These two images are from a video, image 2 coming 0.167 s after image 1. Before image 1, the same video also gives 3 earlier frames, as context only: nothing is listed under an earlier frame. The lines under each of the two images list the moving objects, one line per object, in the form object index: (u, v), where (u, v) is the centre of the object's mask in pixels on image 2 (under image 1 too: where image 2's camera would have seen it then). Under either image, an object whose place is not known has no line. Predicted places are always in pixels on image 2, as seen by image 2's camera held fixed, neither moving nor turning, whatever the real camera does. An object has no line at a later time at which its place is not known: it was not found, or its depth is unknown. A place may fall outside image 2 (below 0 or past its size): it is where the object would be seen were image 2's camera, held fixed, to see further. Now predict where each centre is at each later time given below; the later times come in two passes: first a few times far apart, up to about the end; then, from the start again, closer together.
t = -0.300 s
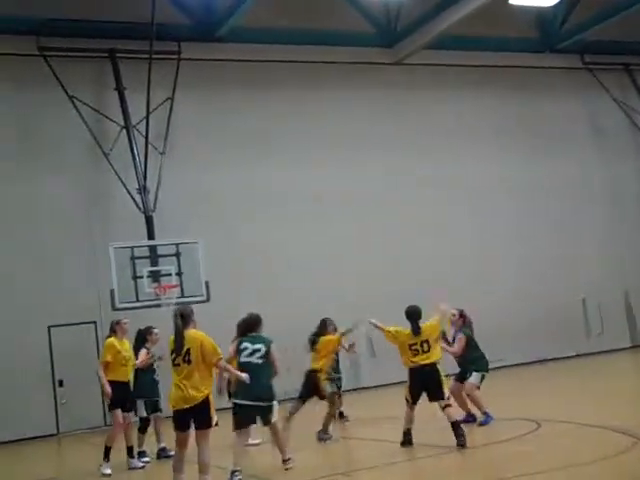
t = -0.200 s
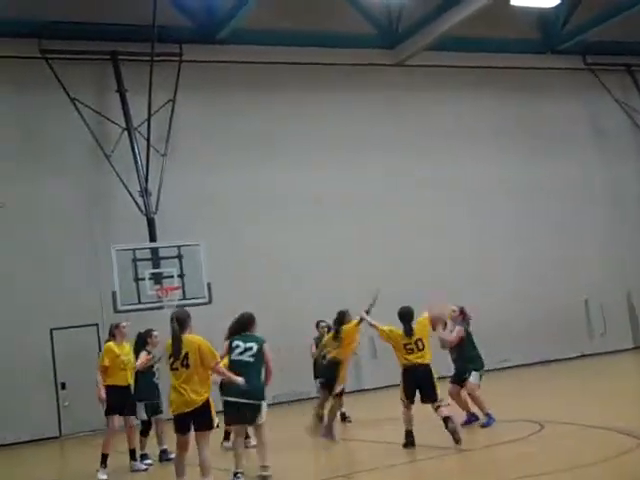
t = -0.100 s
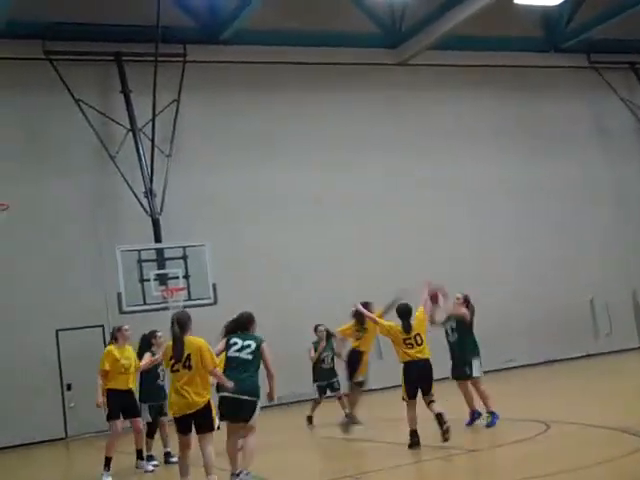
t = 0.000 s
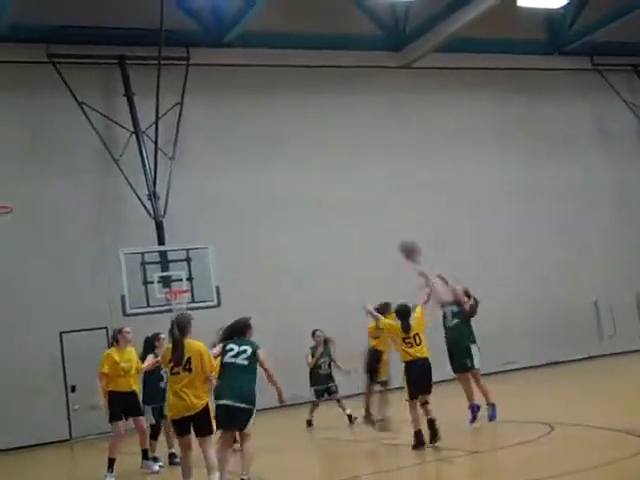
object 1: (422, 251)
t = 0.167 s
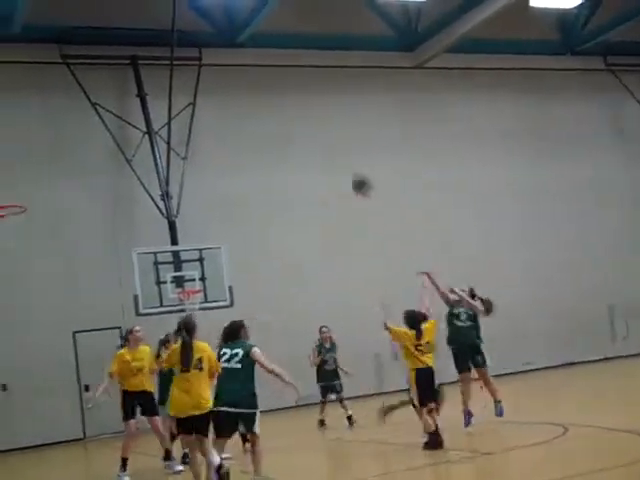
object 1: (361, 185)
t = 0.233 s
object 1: (336, 163)
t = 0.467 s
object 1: (252, 114)
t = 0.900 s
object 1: (91, 134)
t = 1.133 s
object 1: (2, 200)
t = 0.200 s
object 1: (348, 174)
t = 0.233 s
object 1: (336, 163)
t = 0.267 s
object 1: (324, 154)
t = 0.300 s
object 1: (312, 145)
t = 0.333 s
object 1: (300, 137)
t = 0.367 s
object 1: (288, 131)
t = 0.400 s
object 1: (275, 124)
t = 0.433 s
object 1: (263, 118)
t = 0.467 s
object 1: (252, 114)
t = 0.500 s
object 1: (240, 109)
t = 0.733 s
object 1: (155, 106)
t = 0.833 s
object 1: (115, 121)
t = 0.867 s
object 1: (104, 126)
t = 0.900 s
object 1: (91, 134)
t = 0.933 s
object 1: (78, 144)
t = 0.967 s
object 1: (66, 153)
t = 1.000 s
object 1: (53, 165)
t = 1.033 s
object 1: (40, 177)
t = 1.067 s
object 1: (26, 191)
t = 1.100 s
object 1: (14, 198)
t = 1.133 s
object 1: (2, 200)
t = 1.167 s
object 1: (-9, 202)
